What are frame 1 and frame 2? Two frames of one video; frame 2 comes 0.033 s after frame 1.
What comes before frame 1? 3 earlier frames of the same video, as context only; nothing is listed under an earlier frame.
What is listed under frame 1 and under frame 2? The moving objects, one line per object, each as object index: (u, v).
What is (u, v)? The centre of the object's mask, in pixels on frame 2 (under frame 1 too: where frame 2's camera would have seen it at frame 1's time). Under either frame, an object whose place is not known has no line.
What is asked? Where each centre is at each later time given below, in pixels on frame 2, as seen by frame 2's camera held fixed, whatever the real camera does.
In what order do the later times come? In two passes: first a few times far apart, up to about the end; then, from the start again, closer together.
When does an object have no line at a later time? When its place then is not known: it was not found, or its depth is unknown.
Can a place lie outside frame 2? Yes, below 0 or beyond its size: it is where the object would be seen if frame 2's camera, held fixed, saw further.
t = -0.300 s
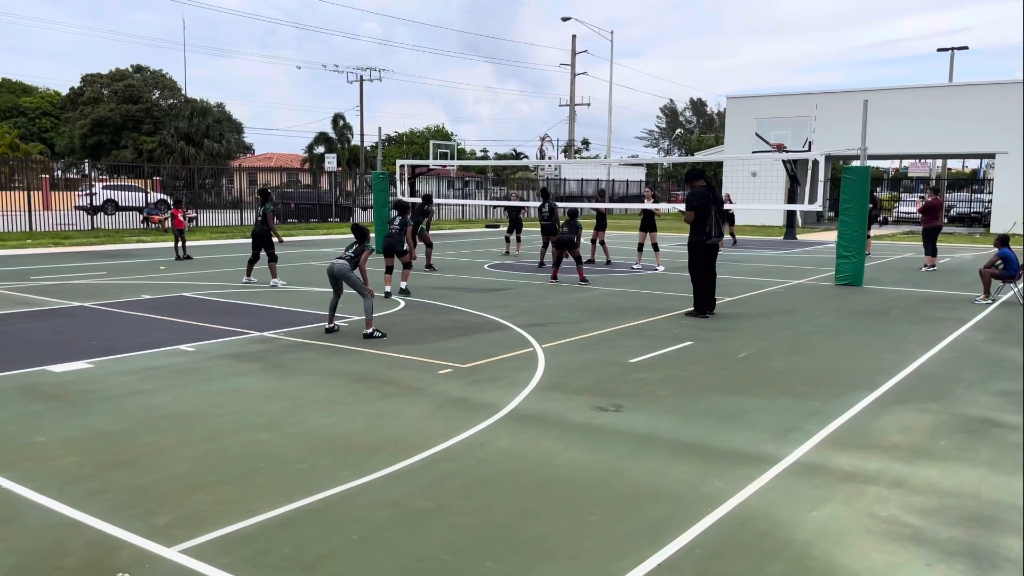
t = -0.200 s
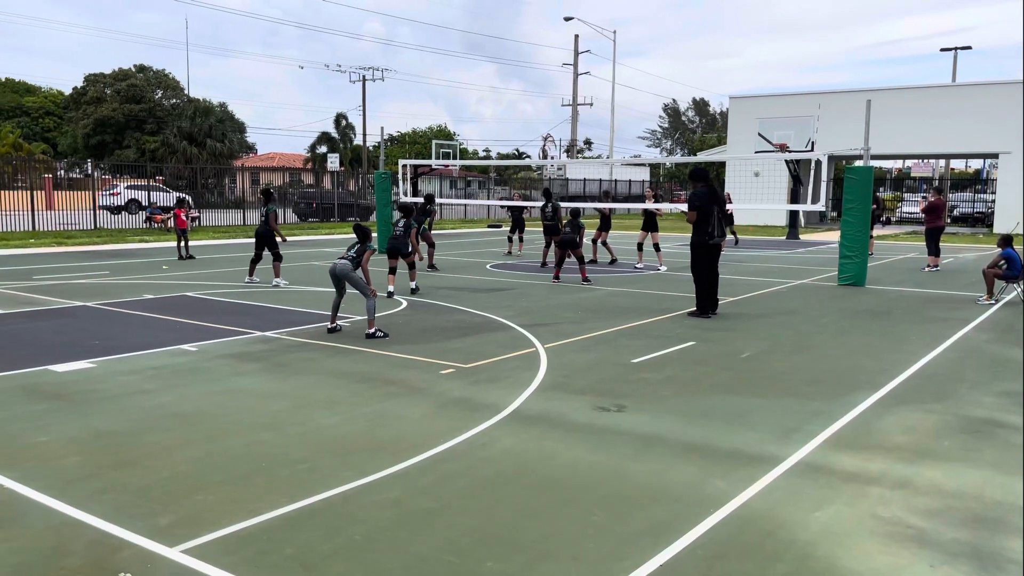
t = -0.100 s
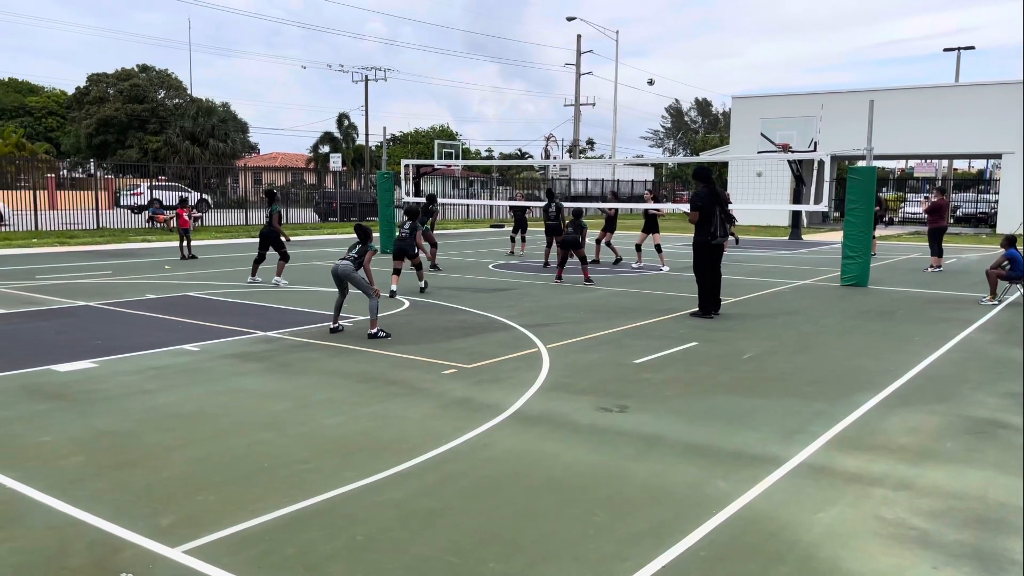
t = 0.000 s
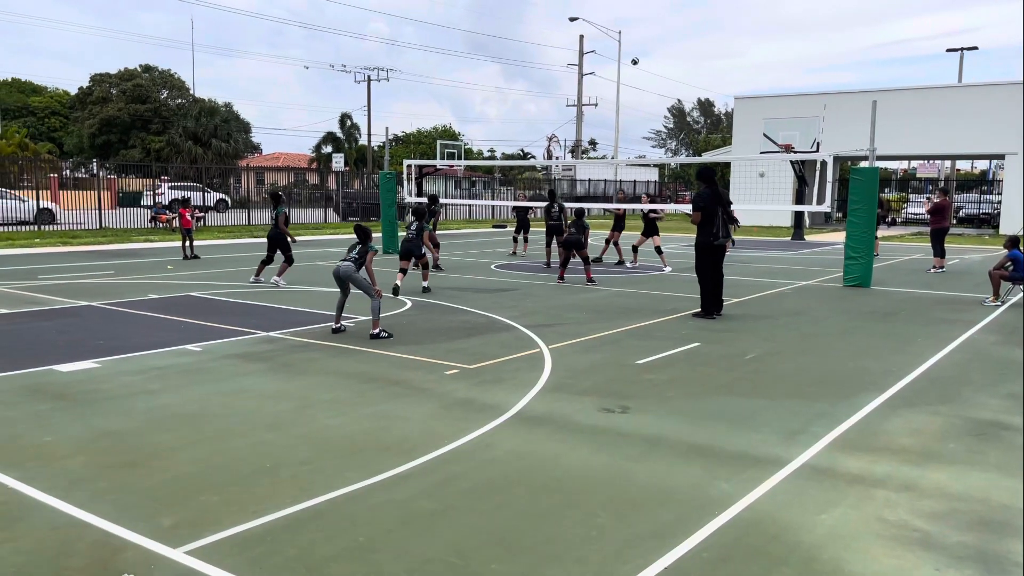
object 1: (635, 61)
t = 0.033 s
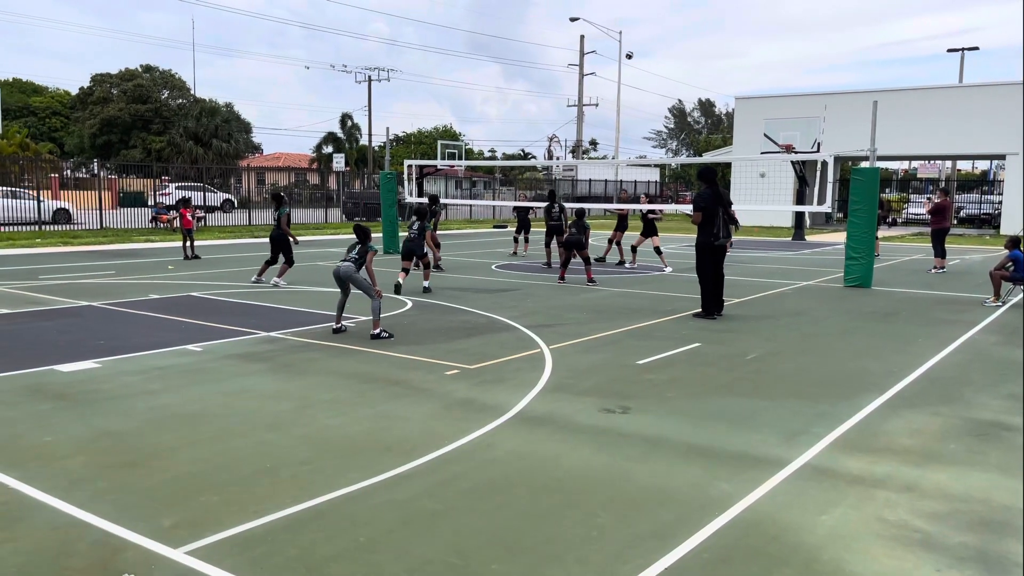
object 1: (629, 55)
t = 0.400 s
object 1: (558, 17)
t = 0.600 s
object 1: (518, 22)
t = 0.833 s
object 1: (469, 53)
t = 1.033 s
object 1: (425, 103)
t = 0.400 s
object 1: (558, 17)
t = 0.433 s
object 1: (552, 16)
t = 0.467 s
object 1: (545, 16)
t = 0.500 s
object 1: (538, 17)
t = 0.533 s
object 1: (532, 18)
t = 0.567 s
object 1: (525, 20)
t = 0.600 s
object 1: (518, 22)
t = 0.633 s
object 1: (511, 24)
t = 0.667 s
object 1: (505, 28)
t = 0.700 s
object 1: (497, 32)
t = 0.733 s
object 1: (490, 36)
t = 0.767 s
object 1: (483, 41)
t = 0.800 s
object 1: (476, 46)
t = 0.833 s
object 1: (469, 53)
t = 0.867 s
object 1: (462, 59)
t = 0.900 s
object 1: (454, 67)
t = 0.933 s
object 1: (447, 75)
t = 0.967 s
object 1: (440, 84)
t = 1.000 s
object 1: (432, 93)
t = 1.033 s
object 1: (425, 103)
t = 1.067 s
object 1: (417, 114)
